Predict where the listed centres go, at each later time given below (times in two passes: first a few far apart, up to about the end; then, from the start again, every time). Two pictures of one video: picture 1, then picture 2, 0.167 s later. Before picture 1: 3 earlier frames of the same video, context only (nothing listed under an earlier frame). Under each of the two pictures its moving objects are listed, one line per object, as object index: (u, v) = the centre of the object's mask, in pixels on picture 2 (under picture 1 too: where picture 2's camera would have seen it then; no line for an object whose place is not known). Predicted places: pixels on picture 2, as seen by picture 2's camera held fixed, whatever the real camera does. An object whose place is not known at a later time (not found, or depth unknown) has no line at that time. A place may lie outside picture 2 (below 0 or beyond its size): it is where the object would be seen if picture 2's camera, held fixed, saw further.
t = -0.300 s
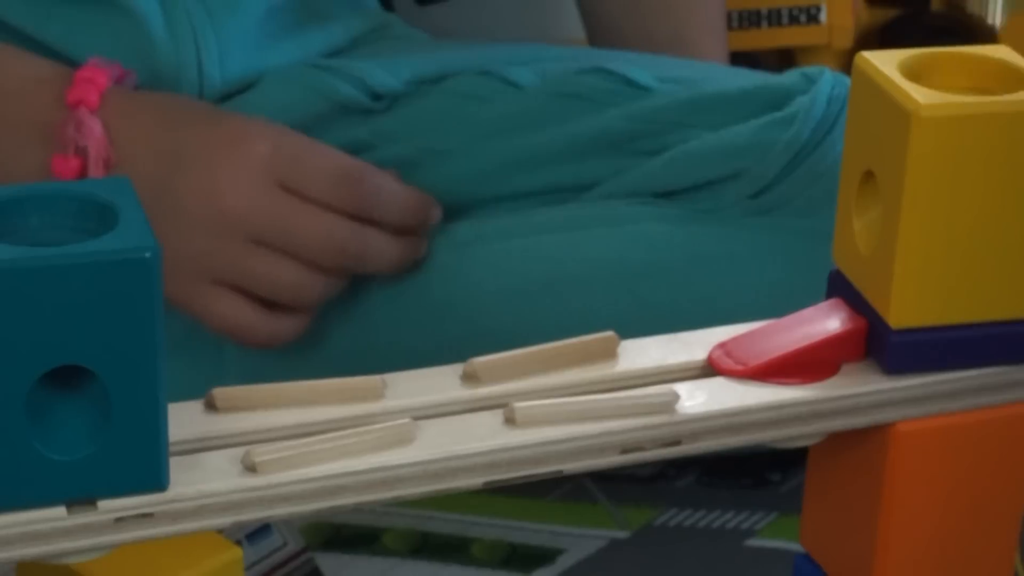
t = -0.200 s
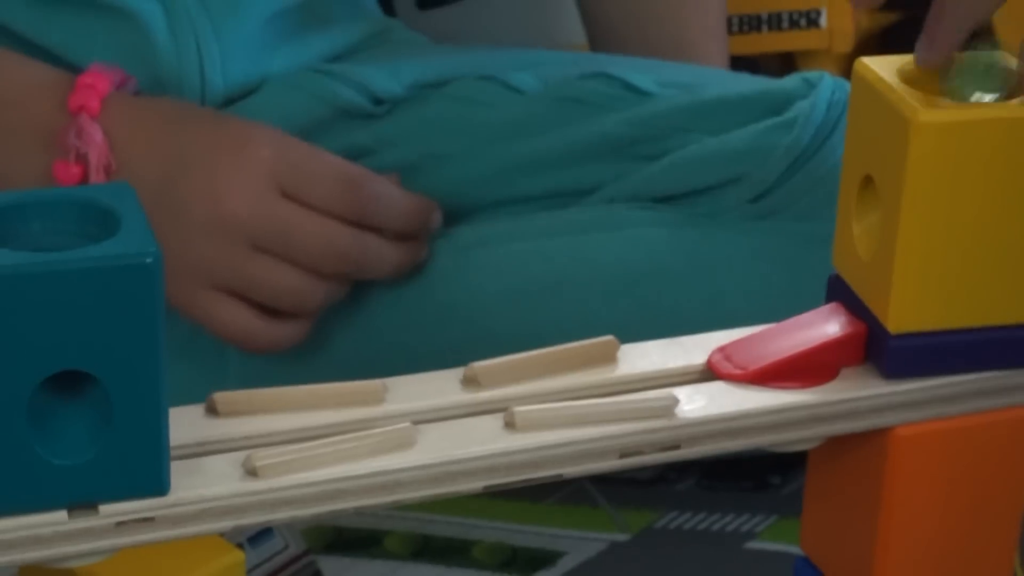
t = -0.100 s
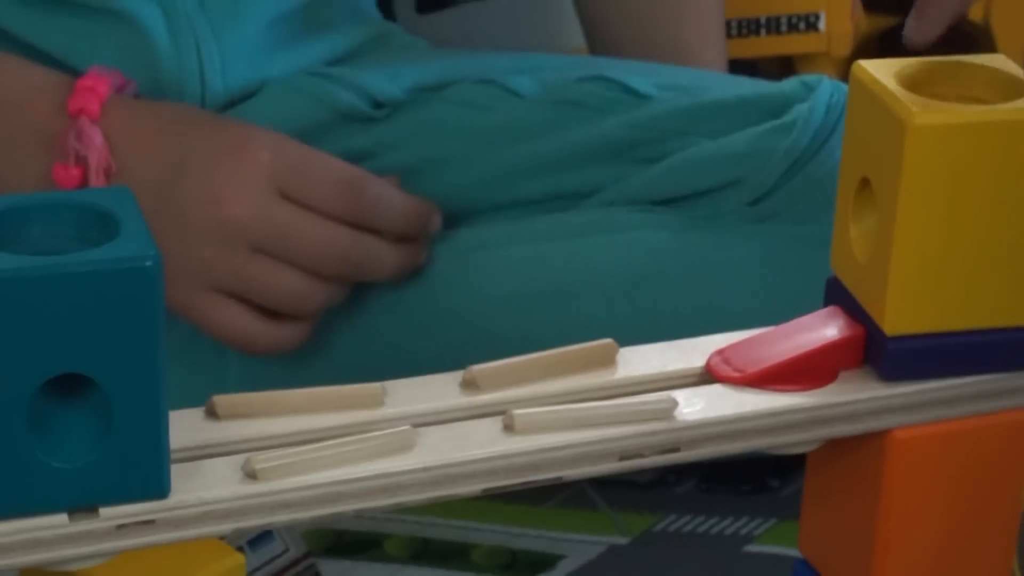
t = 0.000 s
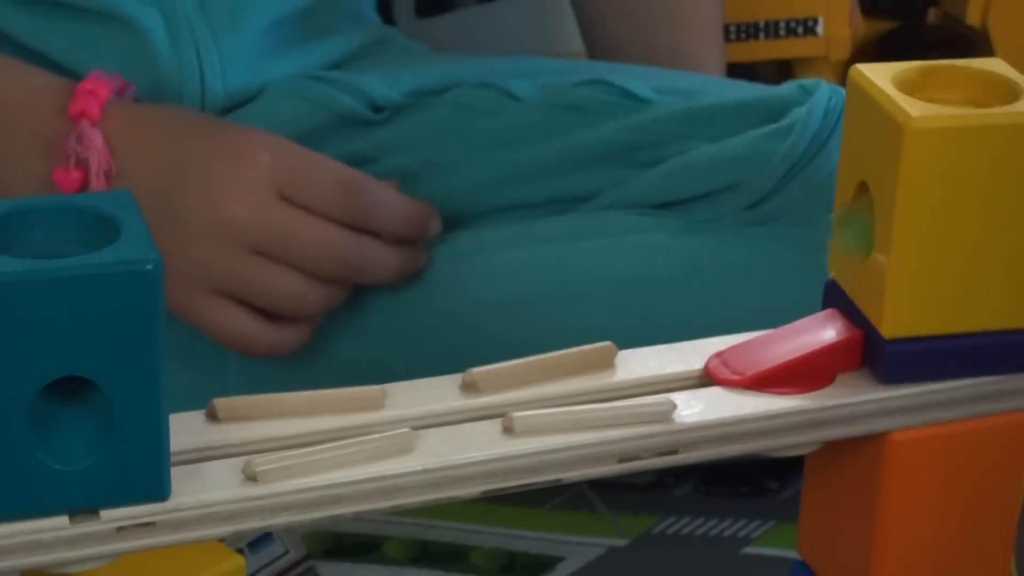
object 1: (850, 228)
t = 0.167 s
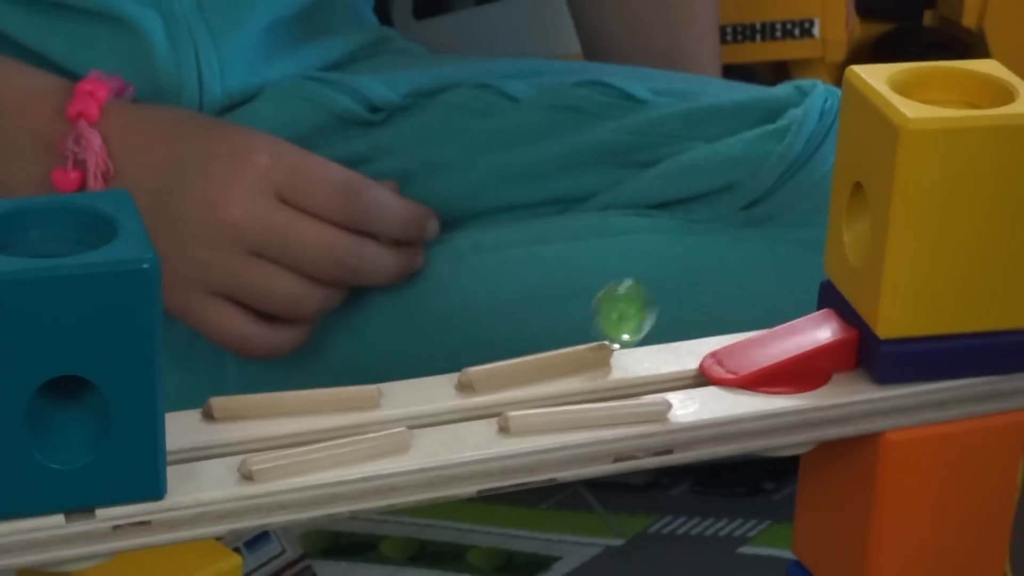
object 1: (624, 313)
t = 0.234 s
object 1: (616, 341)
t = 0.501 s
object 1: (546, 376)
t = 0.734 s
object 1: (492, 384)
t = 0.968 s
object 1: (458, 389)
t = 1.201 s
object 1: (442, 392)
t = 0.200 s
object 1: (617, 322)
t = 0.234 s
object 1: (616, 341)
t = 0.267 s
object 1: (612, 360)
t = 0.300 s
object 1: (605, 368)
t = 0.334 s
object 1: (594, 371)
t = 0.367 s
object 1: (585, 372)
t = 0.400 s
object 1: (574, 374)
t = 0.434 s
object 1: (566, 375)
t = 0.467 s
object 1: (556, 375)
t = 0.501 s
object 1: (546, 376)
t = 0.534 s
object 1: (538, 377)
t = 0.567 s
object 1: (529, 378)
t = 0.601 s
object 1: (522, 379)
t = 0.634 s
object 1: (515, 380)
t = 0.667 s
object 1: (506, 382)
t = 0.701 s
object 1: (499, 383)
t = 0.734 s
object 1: (492, 384)
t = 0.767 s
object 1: (486, 386)
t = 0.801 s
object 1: (481, 387)
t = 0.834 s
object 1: (476, 387)
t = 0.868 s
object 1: (471, 388)
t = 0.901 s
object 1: (466, 388)
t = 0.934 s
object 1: (462, 389)
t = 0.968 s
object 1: (458, 389)
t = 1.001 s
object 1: (454, 390)
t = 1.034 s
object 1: (452, 390)
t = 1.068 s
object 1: (449, 391)
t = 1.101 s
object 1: (446, 391)
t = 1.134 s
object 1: (444, 391)
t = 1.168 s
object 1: (443, 392)
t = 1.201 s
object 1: (442, 392)
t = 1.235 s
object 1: (441, 392)
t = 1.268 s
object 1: (440, 392)
